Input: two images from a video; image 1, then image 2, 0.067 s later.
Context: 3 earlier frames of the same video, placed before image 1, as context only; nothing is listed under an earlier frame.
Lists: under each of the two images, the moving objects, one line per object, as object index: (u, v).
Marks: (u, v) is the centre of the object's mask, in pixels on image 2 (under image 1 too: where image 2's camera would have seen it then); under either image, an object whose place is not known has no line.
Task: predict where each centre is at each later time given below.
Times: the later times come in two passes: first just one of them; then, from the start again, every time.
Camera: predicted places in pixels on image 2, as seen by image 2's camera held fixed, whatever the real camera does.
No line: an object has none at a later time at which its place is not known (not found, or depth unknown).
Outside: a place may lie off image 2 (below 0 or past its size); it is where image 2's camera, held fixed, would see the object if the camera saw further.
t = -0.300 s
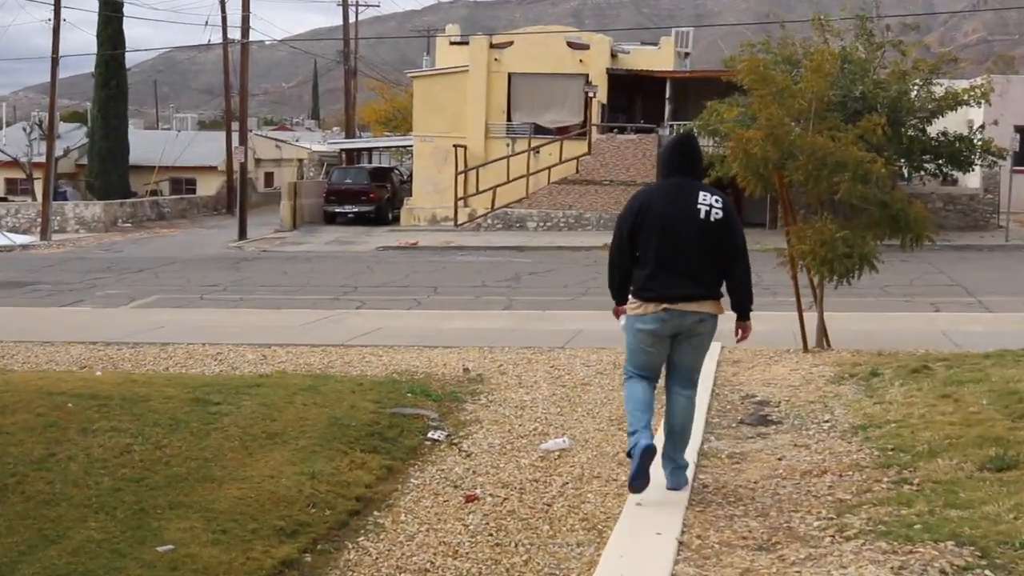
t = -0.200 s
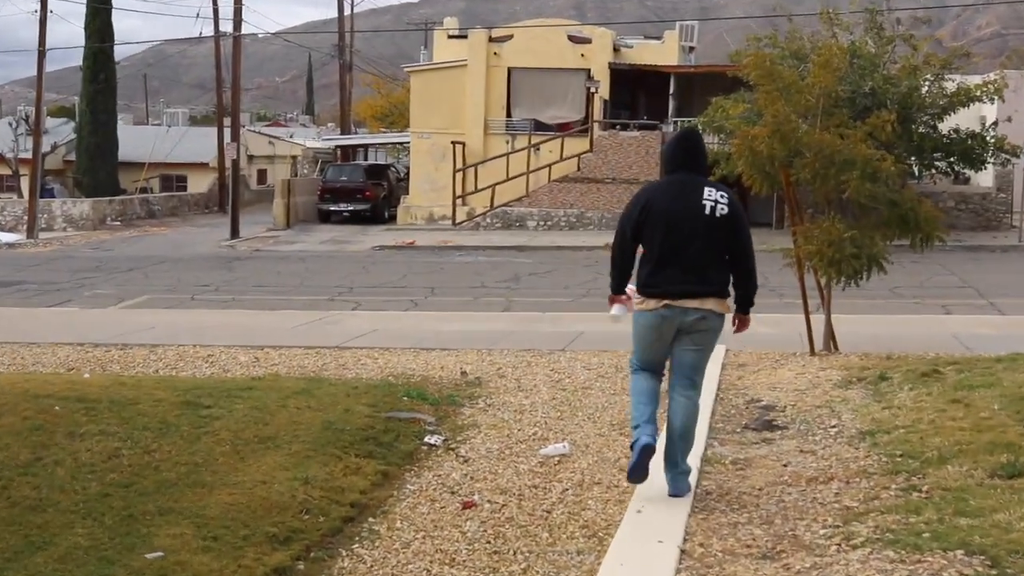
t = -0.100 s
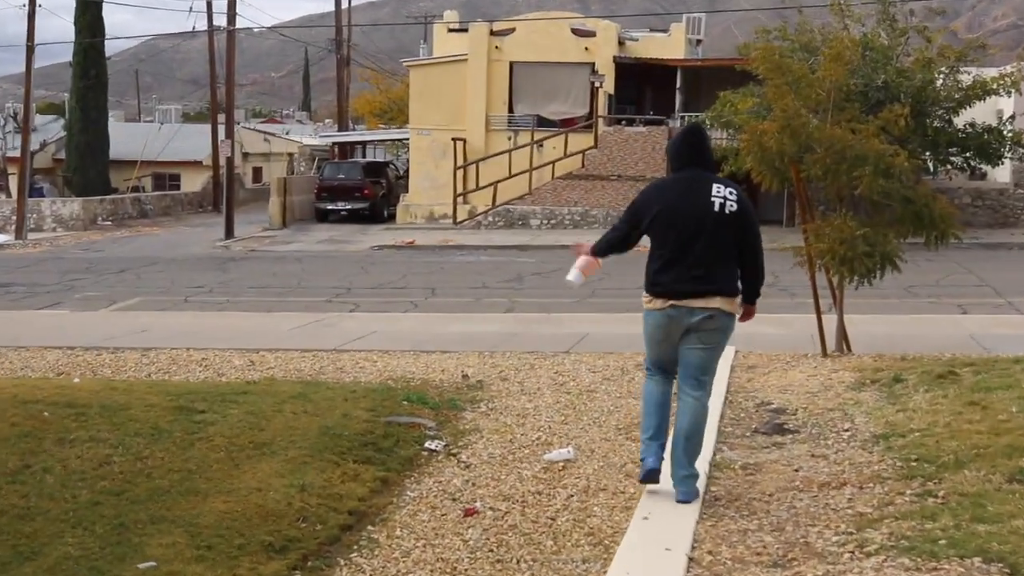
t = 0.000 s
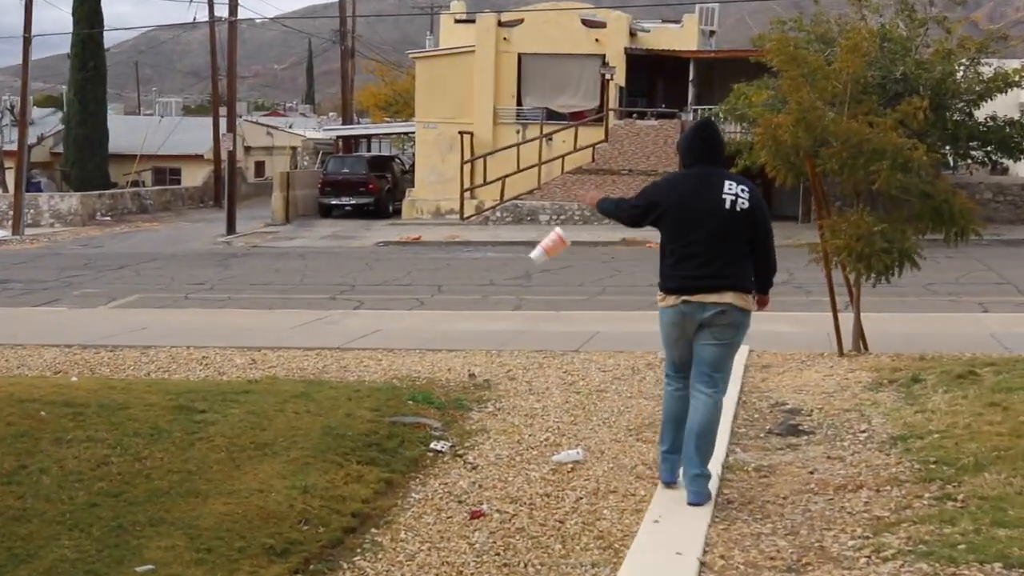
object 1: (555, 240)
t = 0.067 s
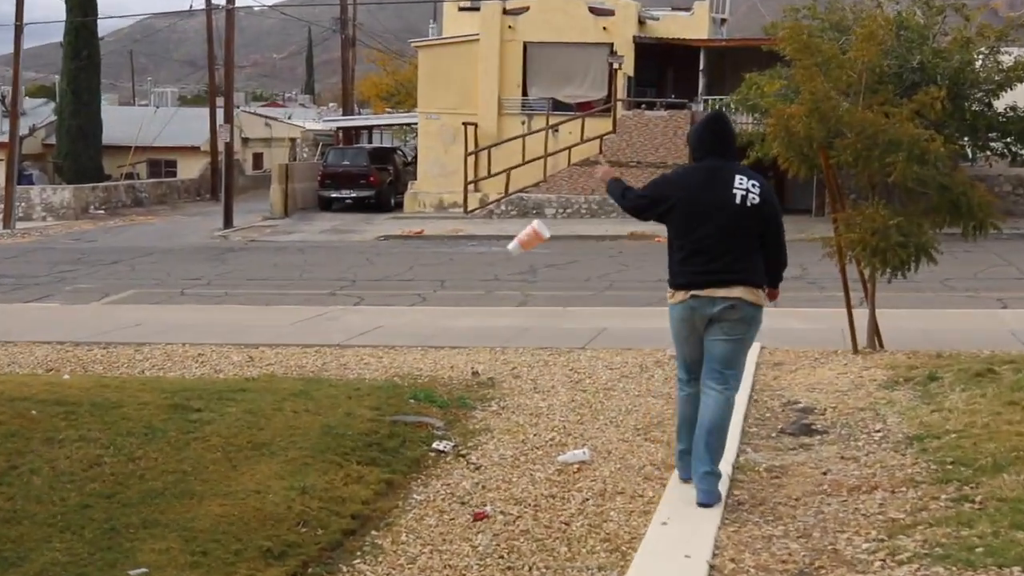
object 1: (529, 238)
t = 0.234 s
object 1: (462, 265)
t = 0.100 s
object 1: (516, 239)
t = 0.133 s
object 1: (502, 243)
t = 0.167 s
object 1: (490, 248)
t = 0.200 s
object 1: (477, 255)
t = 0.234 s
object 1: (462, 265)
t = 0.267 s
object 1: (450, 276)
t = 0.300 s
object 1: (444, 289)
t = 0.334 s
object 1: (430, 304)
